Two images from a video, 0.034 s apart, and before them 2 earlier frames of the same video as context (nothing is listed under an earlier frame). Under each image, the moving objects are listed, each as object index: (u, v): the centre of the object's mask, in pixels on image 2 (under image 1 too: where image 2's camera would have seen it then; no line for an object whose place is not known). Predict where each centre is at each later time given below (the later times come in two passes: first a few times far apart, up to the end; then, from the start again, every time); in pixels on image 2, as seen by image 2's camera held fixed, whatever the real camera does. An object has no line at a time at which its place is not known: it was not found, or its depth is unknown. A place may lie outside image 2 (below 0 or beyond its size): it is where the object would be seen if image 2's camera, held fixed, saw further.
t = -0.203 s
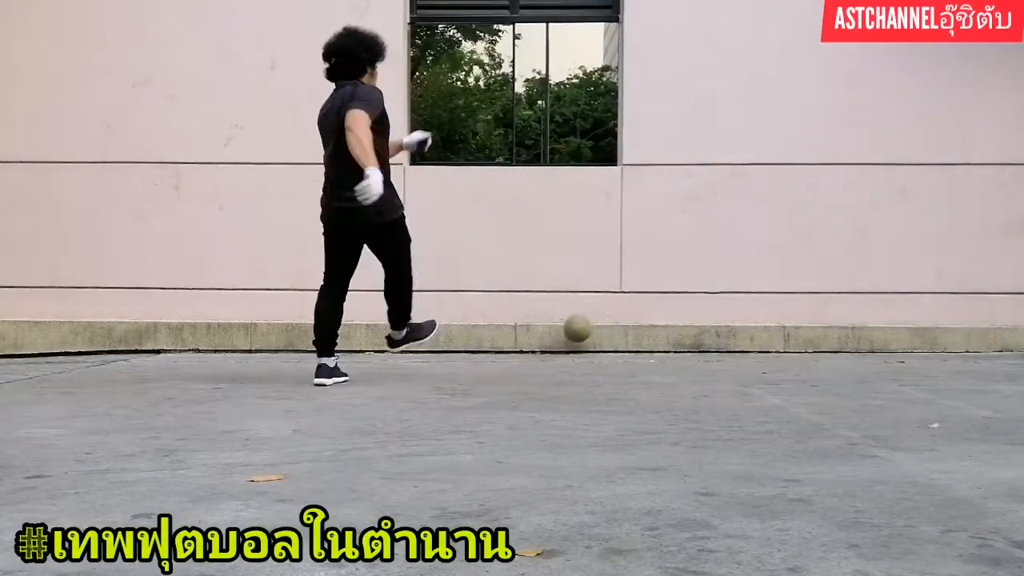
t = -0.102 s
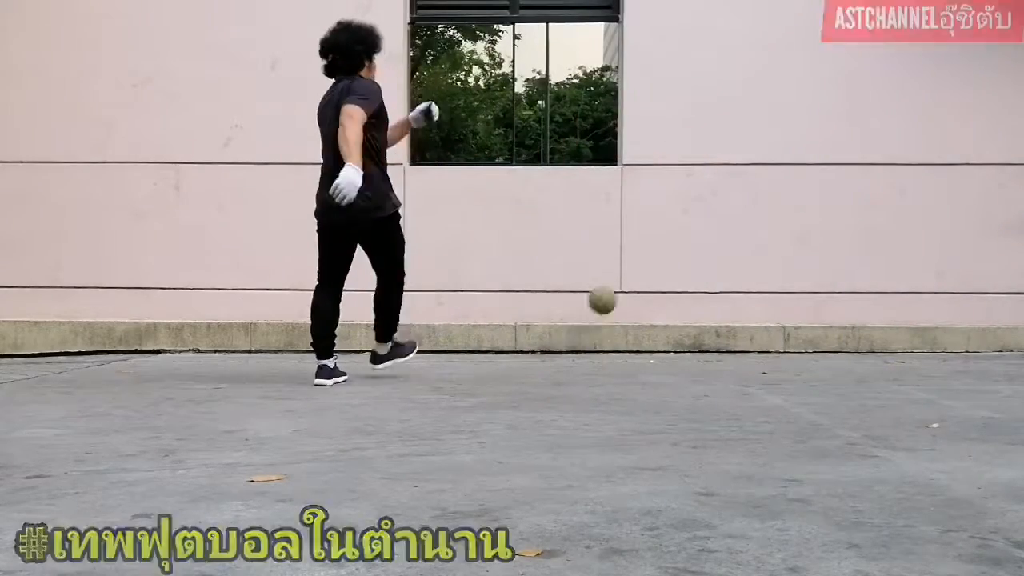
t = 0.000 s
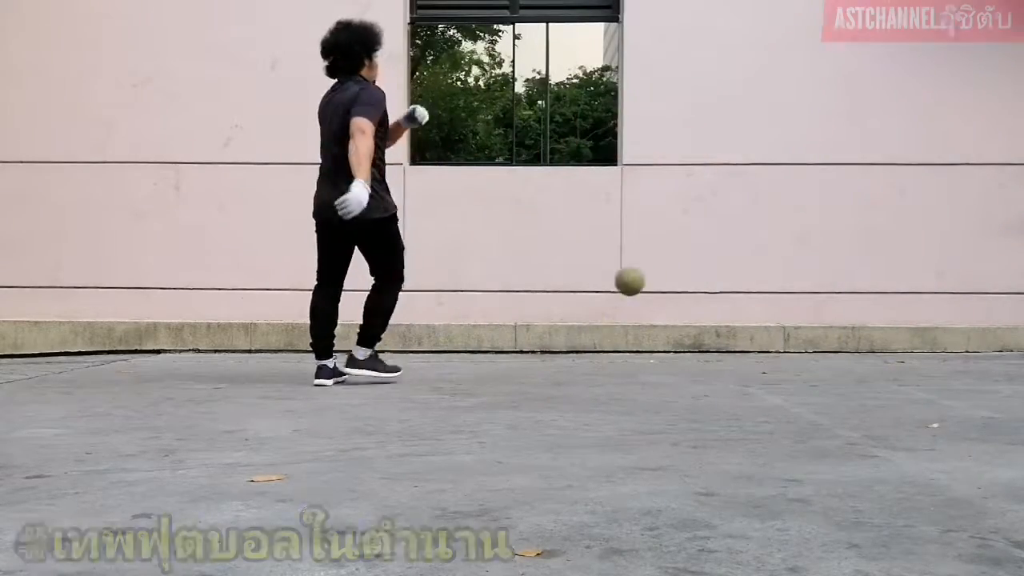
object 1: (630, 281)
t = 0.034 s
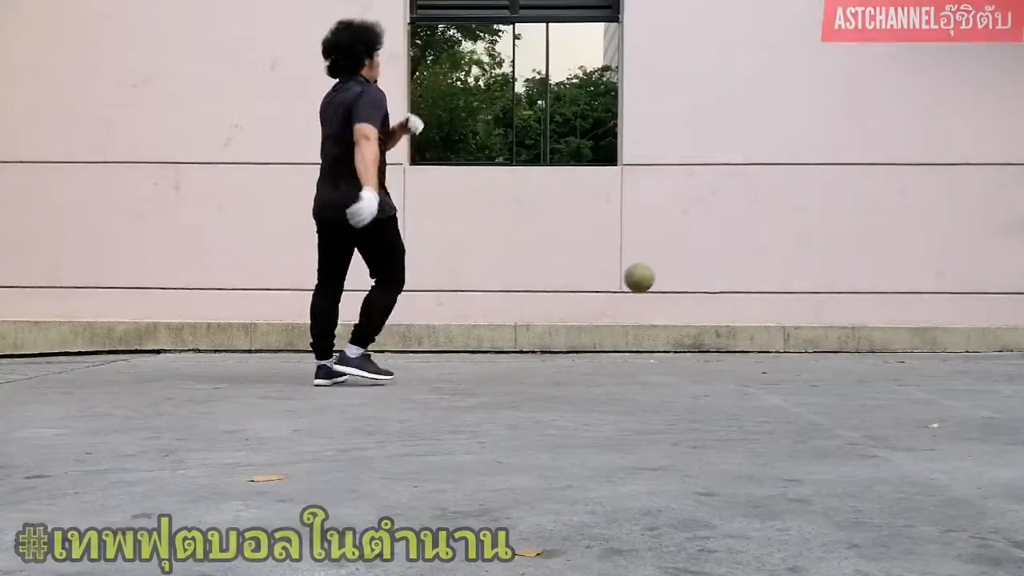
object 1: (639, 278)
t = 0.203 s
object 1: (691, 287)
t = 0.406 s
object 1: (762, 352)
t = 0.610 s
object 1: (810, 336)
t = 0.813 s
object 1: (862, 355)
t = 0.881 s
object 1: (879, 360)
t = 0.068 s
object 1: (648, 276)
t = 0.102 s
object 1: (659, 276)
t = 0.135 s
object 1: (669, 278)
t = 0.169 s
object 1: (680, 282)
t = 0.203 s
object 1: (691, 287)
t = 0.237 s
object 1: (702, 295)
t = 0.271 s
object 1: (714, 305)
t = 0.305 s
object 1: (726, 317)
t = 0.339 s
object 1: (738, 332)
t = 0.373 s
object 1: (752, 351)
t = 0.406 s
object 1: (762, 352)
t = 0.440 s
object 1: (769, 346)
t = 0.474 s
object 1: (777, 339)
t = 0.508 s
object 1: (785, 335)
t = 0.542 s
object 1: (793, 334)
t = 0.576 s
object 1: (801, 334)
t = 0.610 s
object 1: (810, 336)
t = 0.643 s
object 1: (817, 341)
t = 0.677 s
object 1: (827, 349)
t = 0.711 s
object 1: (836, 356)
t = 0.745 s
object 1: (844, 359)
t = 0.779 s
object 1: (853, 356)
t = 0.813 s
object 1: (862, 355)
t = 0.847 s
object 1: (871, 356)
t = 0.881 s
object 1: (879, 360)
